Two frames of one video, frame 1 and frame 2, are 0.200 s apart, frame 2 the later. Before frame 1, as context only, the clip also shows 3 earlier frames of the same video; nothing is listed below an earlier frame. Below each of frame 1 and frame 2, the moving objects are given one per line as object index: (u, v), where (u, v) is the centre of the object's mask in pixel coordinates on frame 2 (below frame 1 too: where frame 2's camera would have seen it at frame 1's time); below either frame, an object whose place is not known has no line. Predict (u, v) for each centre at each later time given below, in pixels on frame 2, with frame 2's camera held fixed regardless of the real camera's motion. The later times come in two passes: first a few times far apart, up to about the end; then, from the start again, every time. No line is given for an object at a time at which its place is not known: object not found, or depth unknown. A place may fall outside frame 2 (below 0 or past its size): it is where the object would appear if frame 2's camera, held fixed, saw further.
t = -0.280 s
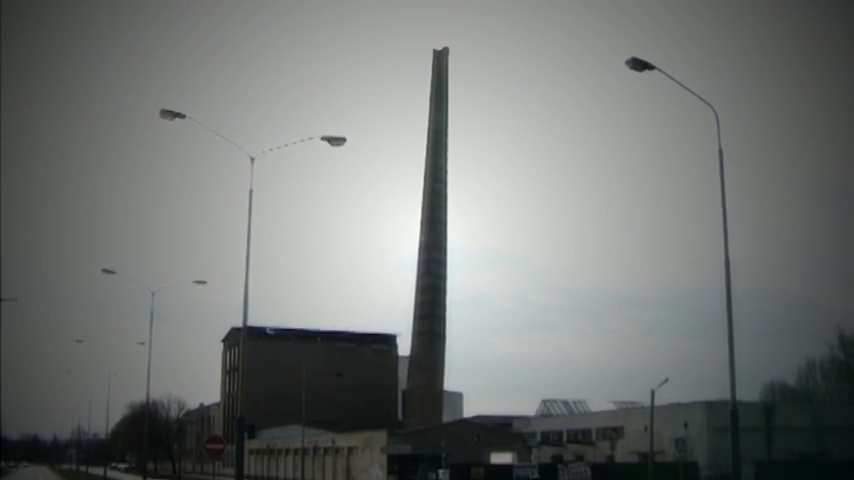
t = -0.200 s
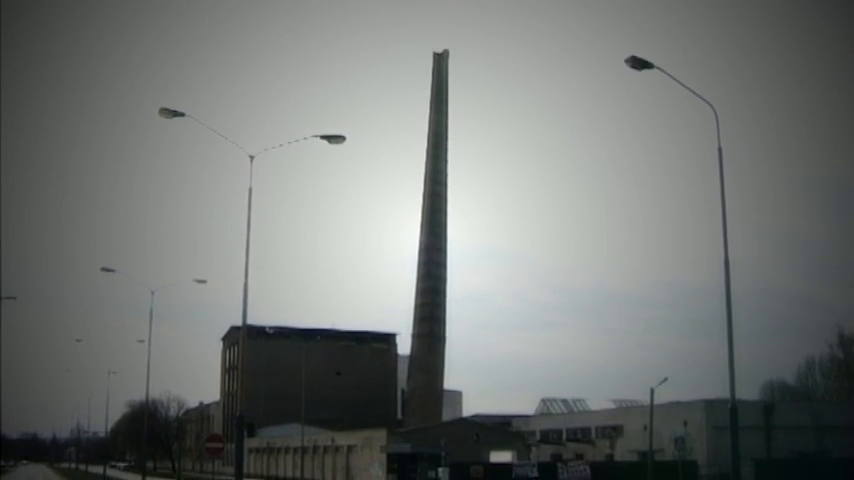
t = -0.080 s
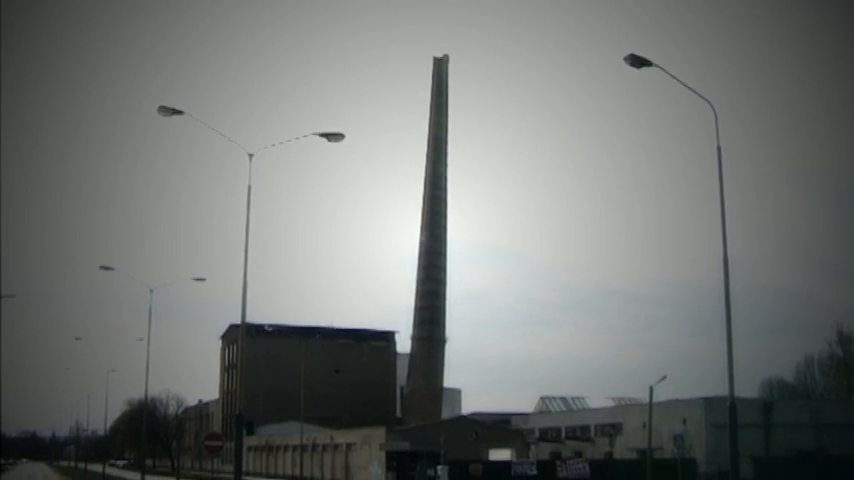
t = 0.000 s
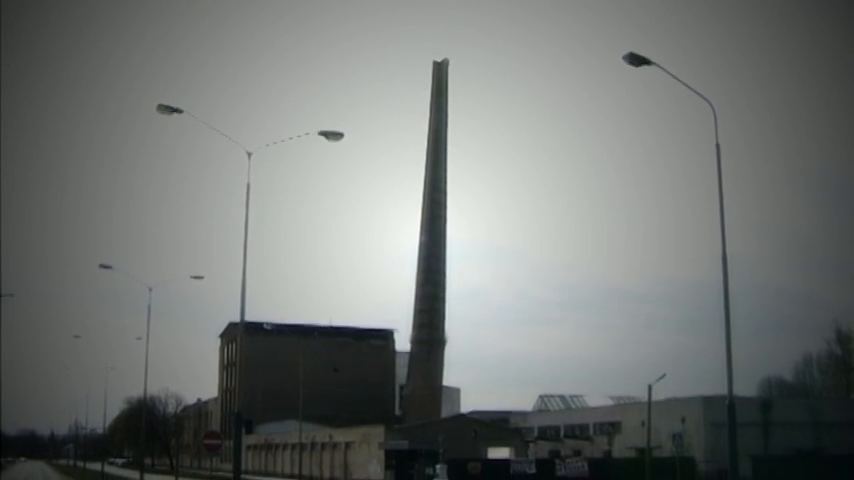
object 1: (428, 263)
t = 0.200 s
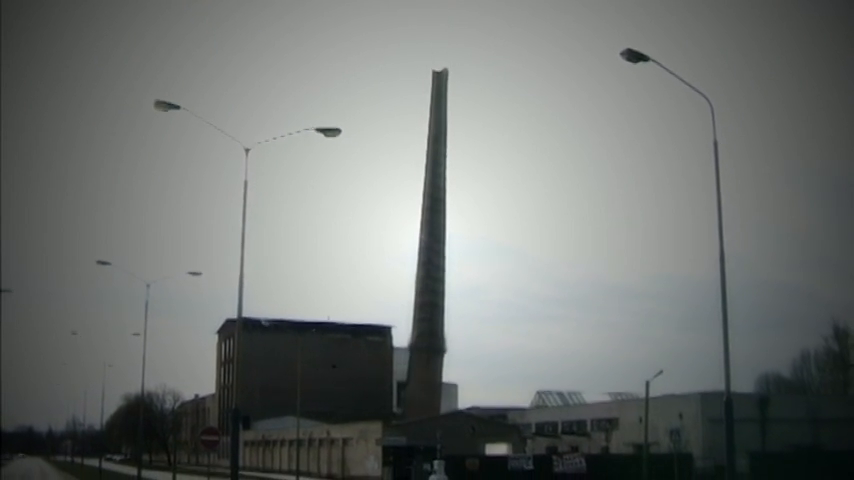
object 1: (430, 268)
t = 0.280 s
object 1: (431, 271)
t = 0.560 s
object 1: (434, 282)
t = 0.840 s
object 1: (437, 295)
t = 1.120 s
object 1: (439, 309)
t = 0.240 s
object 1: (431, 270)
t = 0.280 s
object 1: (431, 271)
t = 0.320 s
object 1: (432, 272)
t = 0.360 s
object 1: (432, 273)
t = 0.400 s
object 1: (432, 275)
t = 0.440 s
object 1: (433, 277)
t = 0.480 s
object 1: (433, 279)
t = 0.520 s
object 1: (434, 280)
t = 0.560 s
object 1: (434, 282)
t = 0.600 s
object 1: (435, 284)
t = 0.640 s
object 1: (435, 285)
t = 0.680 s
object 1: (435, 287)
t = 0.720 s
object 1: (436, 289)
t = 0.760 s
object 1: (436, 292)
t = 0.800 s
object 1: (437, 293)
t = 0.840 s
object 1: (437, 295)
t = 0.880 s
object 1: (438, 297)
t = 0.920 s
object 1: (438, 300)
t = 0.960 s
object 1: (438, 302)
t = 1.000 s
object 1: (438, 304)
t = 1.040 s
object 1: (438, 306)
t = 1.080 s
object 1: (439, 307)
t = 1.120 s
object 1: (439, 309)
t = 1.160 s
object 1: (439, 311)
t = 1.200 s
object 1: (439, 313)
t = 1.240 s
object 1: (439, 313)
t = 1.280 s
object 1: (440, 314)
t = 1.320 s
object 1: (440, 316)
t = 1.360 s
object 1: (440, 318)
